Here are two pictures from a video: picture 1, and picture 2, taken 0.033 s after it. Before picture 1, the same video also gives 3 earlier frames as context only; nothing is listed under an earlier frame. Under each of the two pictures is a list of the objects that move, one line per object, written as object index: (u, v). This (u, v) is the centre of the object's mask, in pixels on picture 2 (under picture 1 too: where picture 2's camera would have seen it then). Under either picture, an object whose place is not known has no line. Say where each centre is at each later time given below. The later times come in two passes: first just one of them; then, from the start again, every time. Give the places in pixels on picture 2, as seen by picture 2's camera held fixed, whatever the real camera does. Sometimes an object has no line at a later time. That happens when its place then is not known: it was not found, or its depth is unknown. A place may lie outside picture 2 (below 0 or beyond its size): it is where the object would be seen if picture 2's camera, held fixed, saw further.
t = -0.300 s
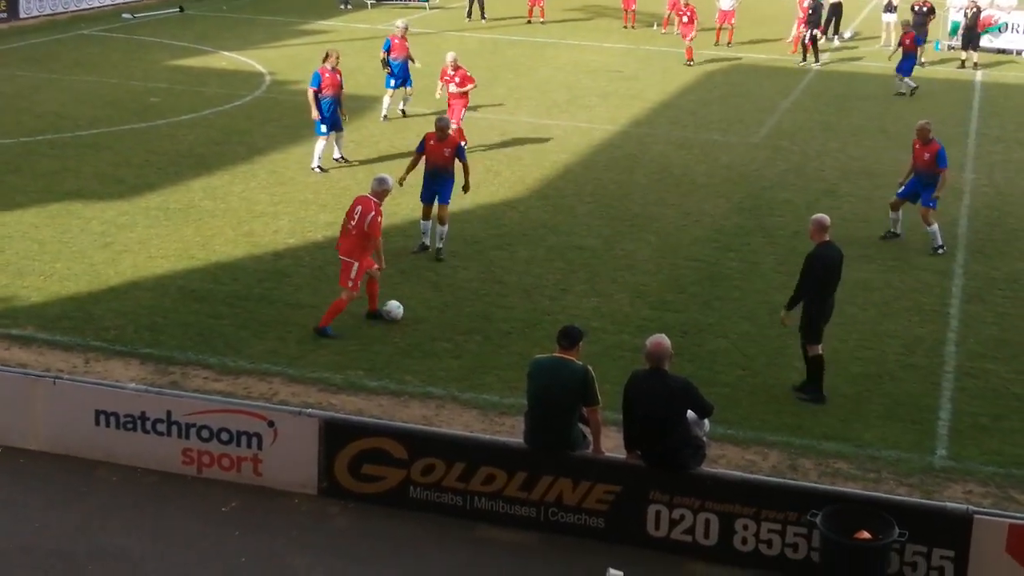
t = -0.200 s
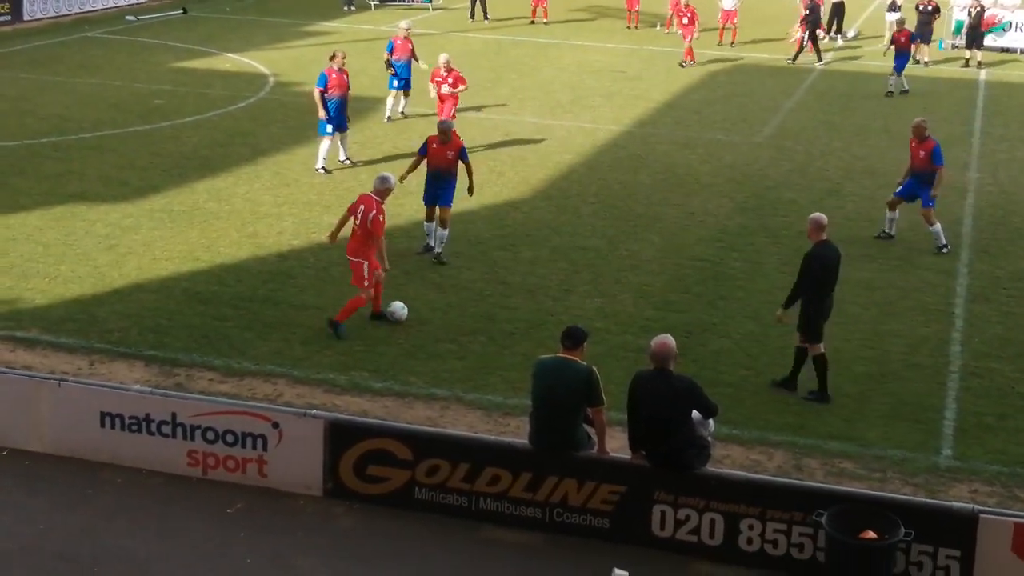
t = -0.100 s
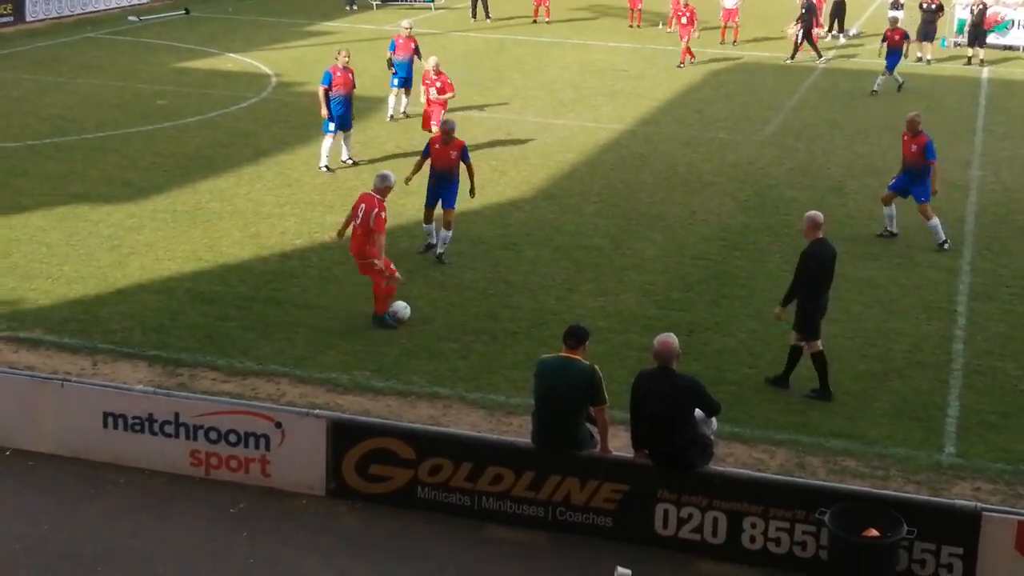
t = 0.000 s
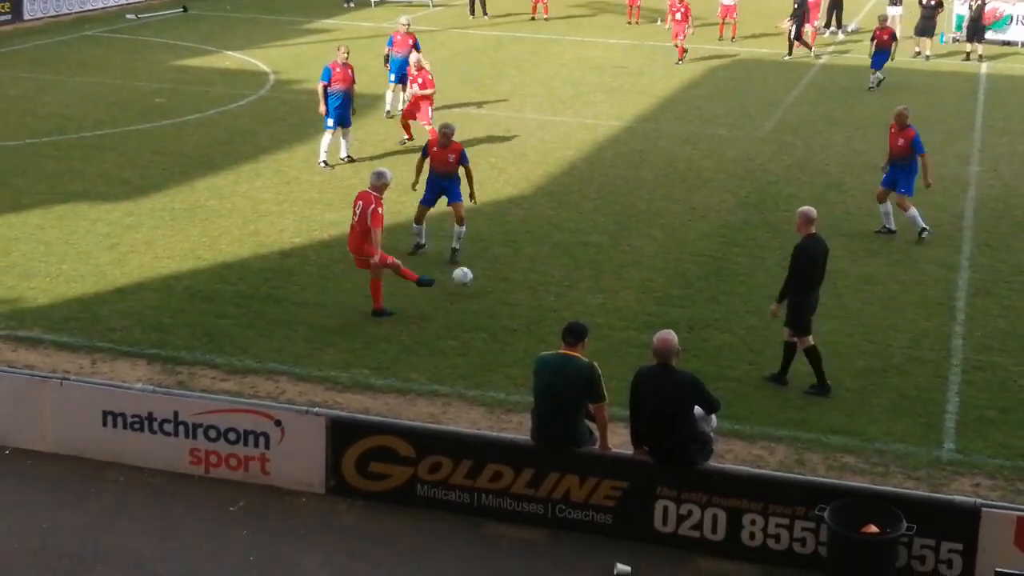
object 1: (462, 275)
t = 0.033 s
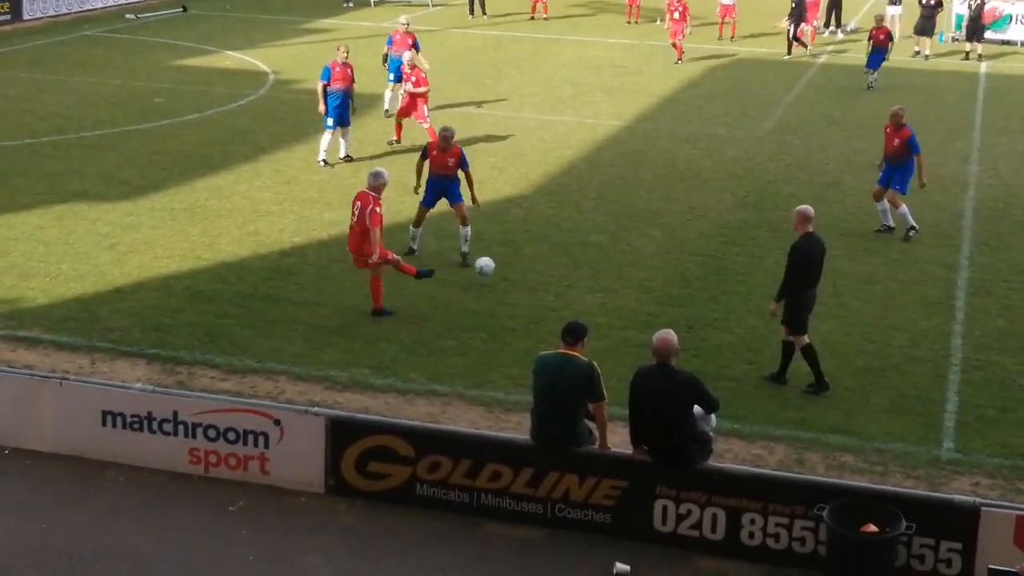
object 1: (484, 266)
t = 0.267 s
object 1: (611, 225)
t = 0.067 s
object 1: (506, 257)
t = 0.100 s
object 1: (526, 249)
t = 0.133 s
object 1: (546, 242)
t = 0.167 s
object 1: (565, 237)
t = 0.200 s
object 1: (582, 234)
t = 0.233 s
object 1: (597, 231)
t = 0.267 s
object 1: (611, 225)
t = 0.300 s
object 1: (622, 217)
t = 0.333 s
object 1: (634, 209)
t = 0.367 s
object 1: (645, 204)
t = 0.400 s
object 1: (656, 198)
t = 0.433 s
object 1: (666, 194)
